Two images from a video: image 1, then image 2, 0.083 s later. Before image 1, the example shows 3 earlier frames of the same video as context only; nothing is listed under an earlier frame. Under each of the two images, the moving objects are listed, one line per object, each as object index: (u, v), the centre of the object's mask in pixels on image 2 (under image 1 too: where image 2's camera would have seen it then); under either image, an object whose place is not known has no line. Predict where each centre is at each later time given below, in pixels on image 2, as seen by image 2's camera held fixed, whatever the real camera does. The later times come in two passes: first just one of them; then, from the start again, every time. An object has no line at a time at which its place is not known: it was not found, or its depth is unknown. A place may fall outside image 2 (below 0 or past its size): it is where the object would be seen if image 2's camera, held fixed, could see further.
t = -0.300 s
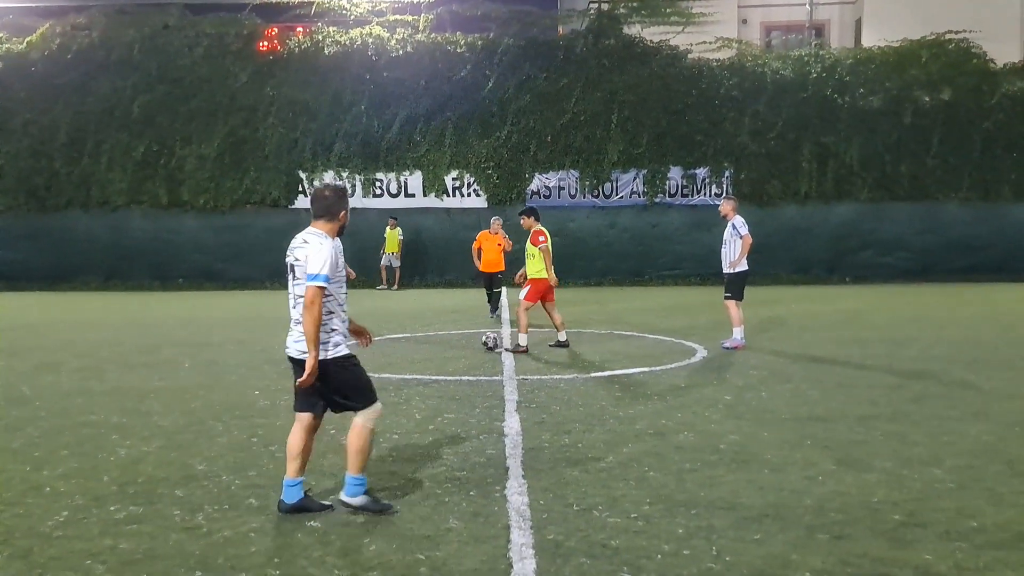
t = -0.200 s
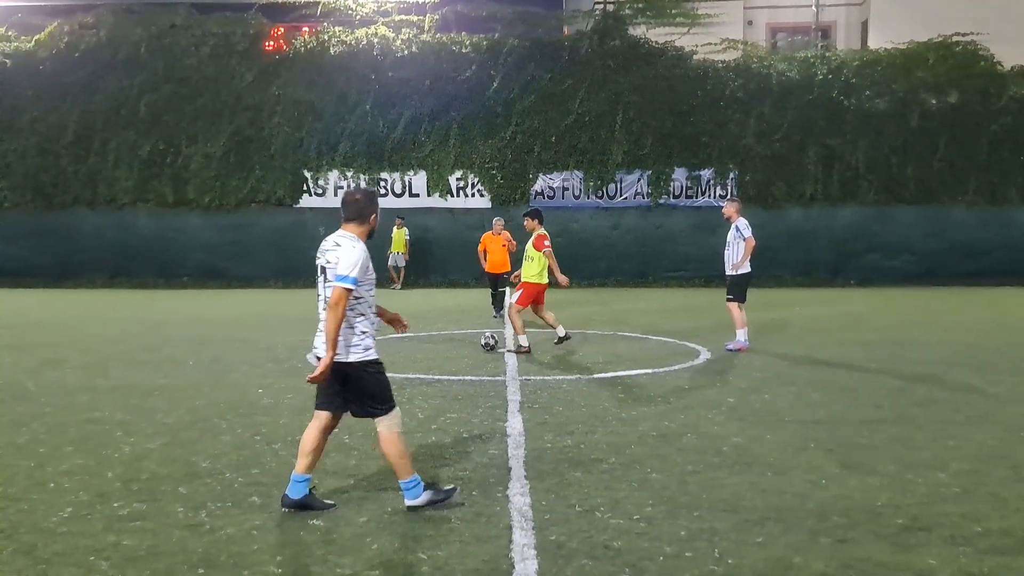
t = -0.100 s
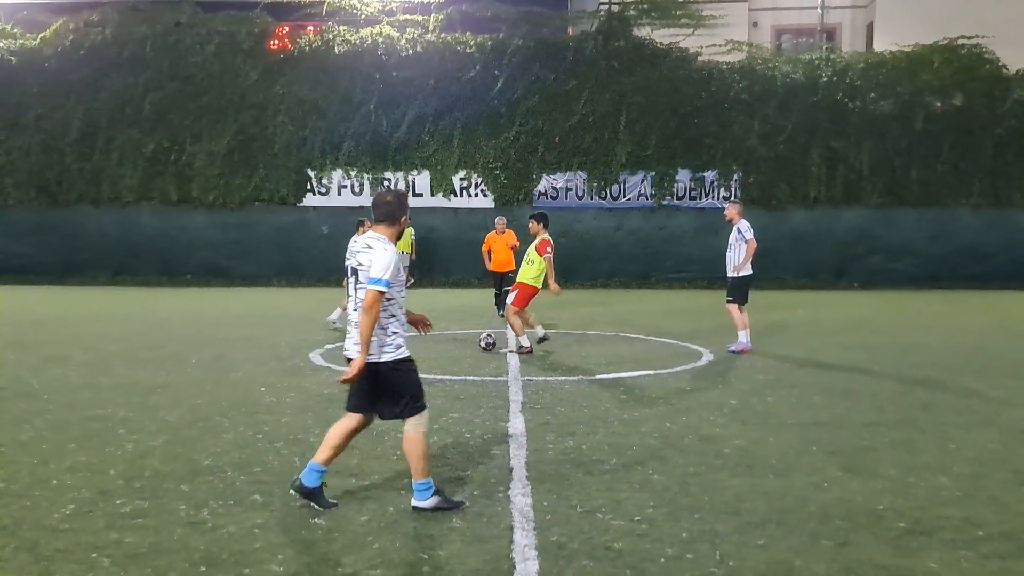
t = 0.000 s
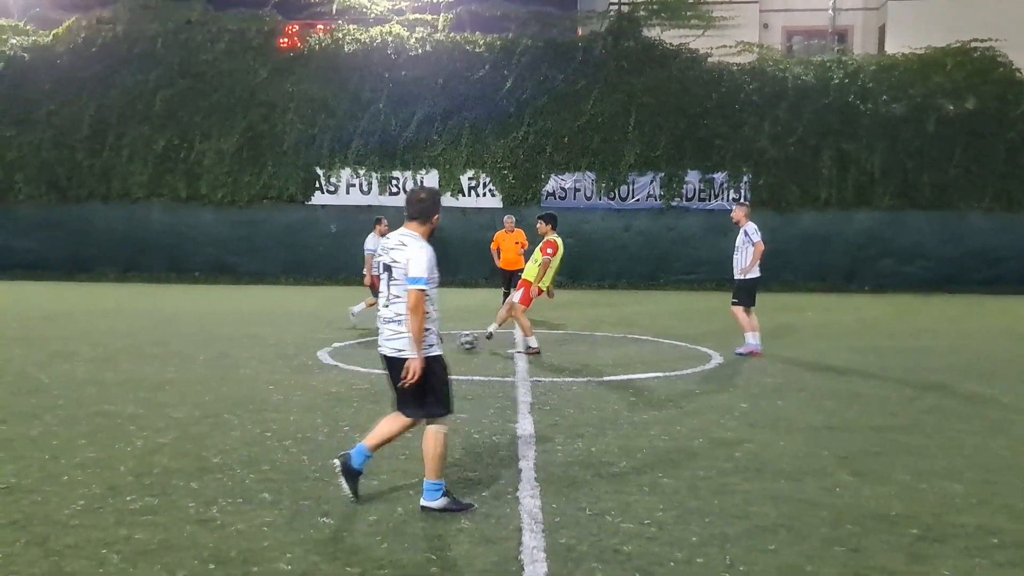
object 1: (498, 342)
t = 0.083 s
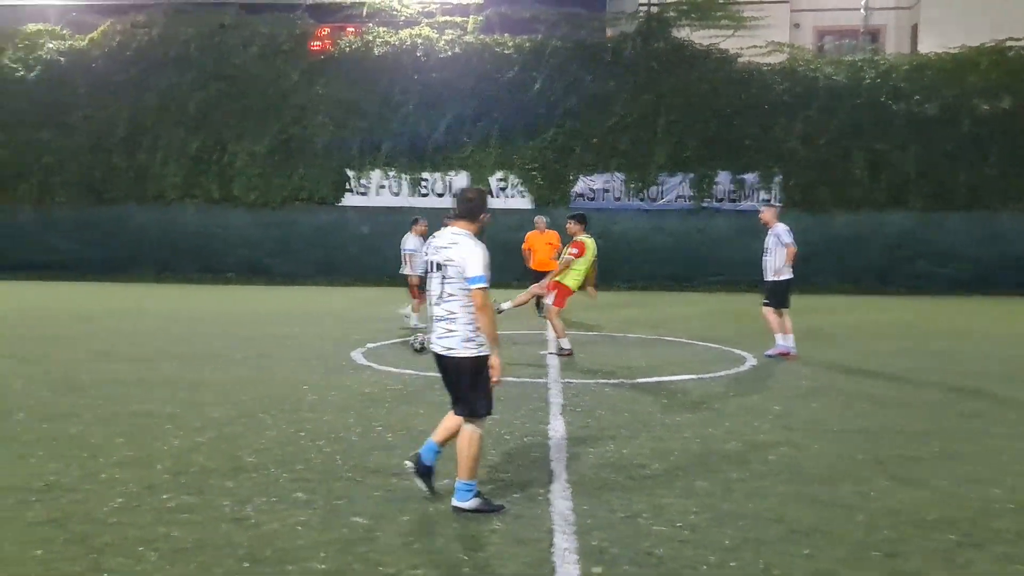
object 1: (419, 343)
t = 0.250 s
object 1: (271, 343)
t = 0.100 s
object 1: (404, 342)
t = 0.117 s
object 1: (391, 341)
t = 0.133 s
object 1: (375, 340)
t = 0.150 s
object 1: (360, 340)
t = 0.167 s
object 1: (347, 340)
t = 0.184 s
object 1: (331, 340)
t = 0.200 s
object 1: (315, 340)
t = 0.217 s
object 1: (303, 341)
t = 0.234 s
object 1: (287, 342)
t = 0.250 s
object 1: (271, 343)
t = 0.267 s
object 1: (261, 342)
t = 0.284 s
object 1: (247, 341)
